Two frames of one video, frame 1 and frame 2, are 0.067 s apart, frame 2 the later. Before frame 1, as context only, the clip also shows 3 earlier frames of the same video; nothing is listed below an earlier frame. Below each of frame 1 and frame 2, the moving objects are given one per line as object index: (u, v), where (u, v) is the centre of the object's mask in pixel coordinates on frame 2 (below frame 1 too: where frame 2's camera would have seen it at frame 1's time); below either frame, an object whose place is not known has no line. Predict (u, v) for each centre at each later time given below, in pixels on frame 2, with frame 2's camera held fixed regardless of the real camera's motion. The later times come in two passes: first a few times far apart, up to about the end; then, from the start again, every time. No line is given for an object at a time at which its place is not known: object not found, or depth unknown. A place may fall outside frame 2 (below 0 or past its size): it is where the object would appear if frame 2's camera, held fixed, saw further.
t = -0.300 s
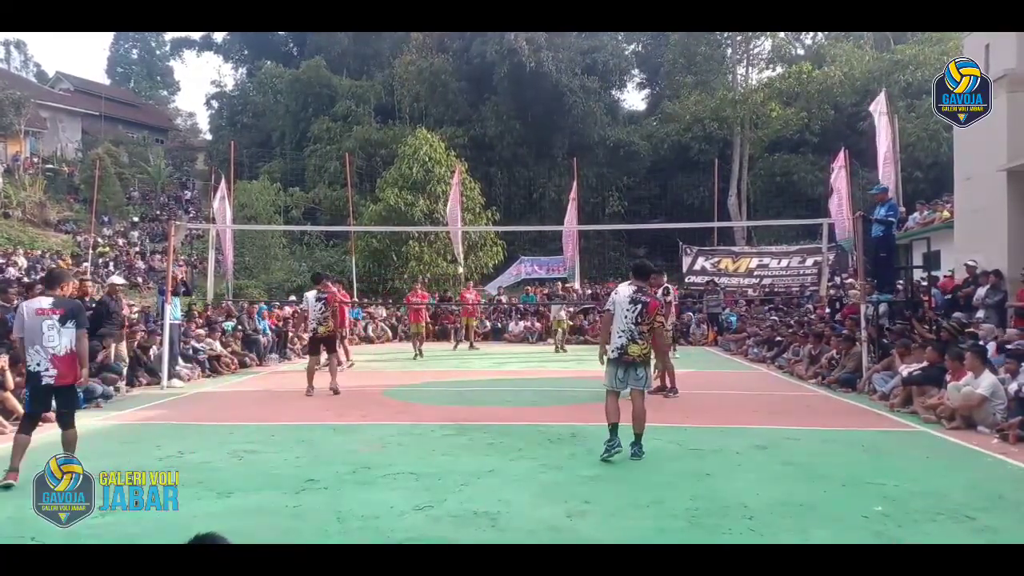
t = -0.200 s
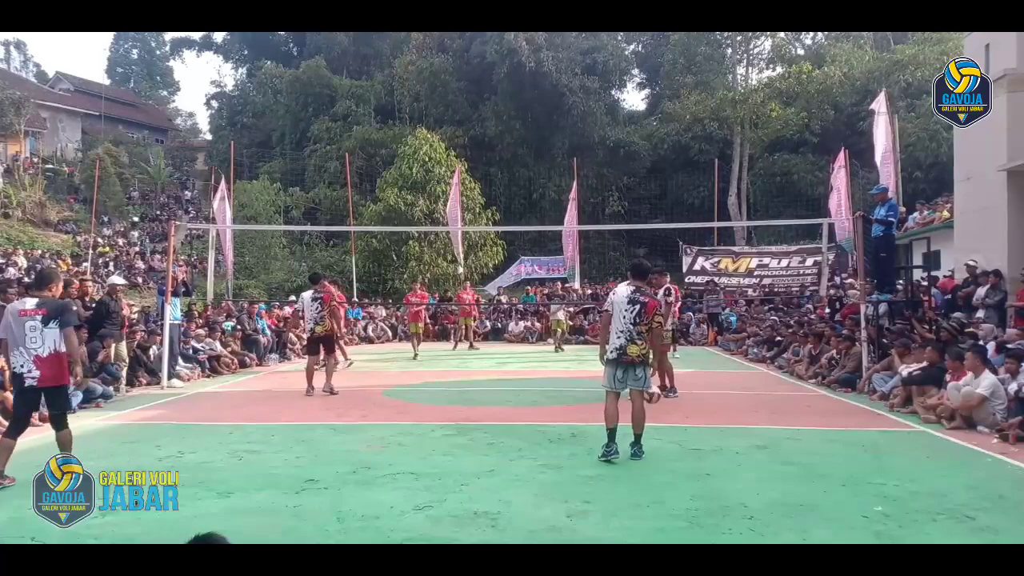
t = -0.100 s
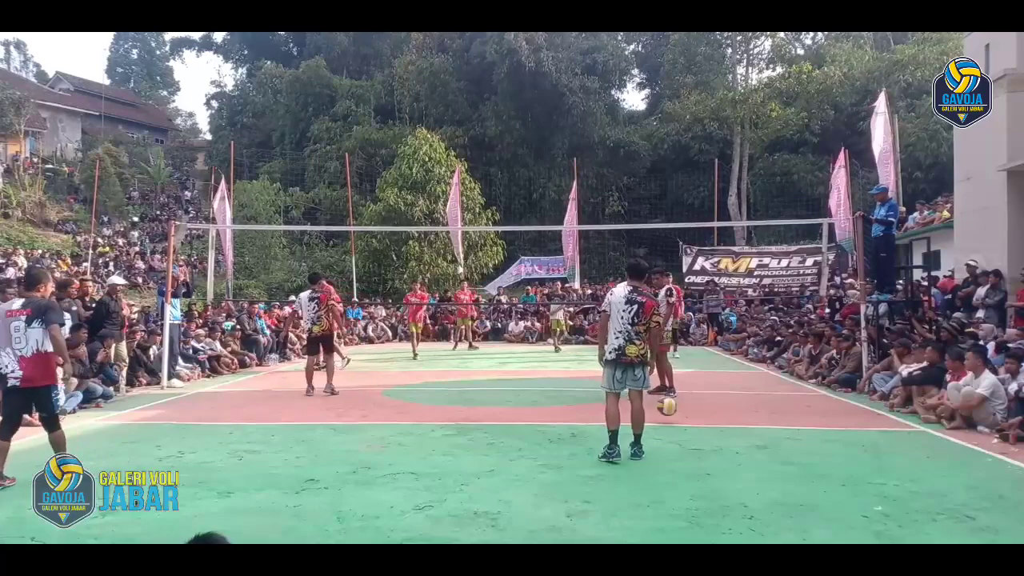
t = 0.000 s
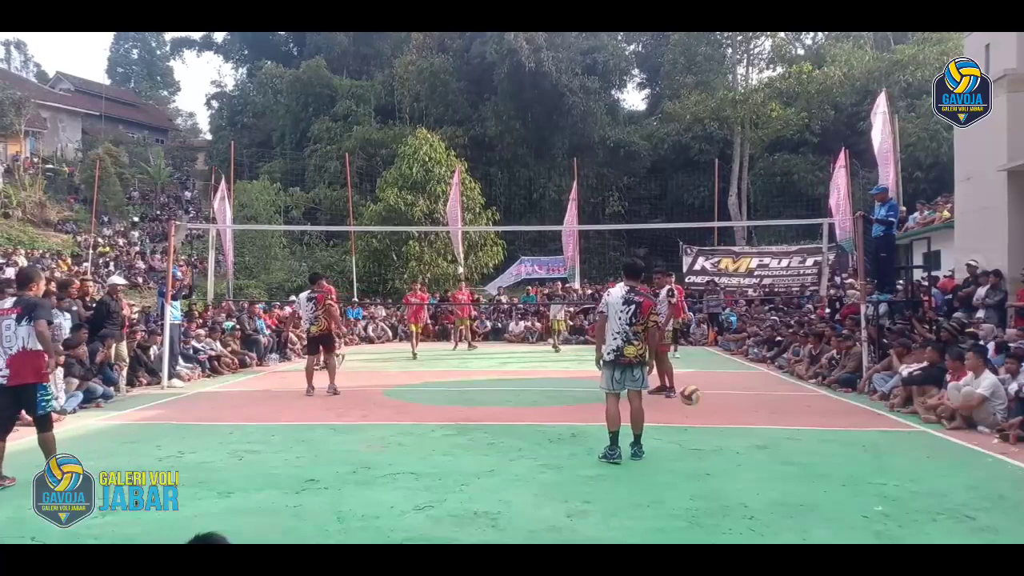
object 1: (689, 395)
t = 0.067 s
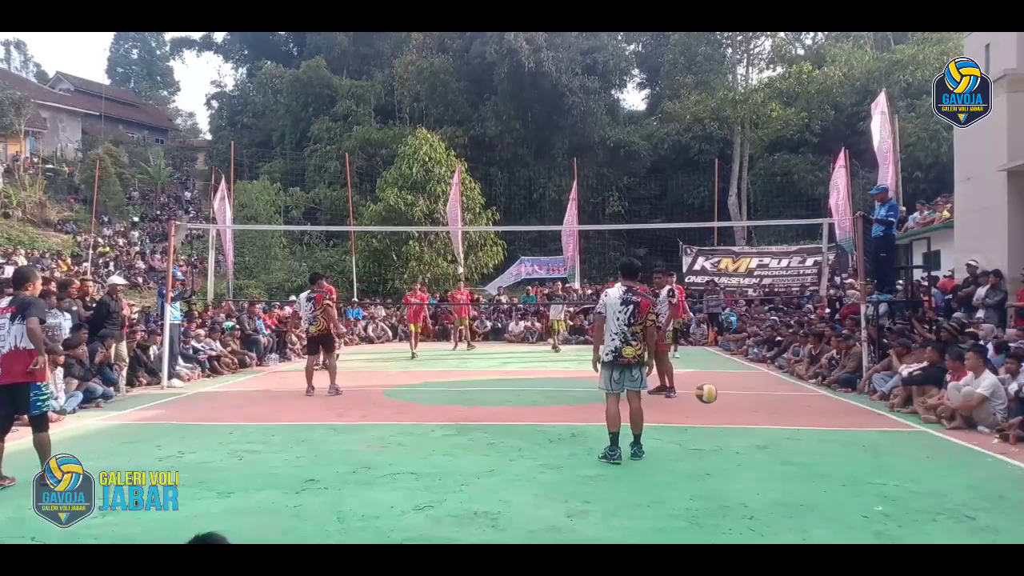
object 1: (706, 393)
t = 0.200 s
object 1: (743, 402)
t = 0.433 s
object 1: (818, 433)
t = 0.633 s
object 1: (897, 434)
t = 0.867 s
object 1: (1010, 481)
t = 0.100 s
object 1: (715, 393)
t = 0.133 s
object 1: (724, 395)
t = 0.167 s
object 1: (733, 398)
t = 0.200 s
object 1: (743, 402)
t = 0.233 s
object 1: (753, 408)
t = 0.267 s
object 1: (763, 415)
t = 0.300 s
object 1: (773, 424)
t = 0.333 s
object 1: (784, 434)
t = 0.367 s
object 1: (795, 444)
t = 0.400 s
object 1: (806, 438)
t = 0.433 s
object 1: (818, 433)
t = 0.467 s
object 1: (830, 430)
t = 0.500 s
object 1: (843, 427)
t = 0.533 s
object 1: (856, 427)
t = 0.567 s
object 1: (869, 428)
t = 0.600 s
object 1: (883, 430)
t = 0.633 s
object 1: (897, 434)
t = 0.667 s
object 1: (912, 438)
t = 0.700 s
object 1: (927, 445)
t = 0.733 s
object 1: (943, 454)
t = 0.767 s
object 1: (960, 465)
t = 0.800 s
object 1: (977, 478)
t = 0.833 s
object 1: (994, 487)
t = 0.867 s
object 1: (1010, 481)
